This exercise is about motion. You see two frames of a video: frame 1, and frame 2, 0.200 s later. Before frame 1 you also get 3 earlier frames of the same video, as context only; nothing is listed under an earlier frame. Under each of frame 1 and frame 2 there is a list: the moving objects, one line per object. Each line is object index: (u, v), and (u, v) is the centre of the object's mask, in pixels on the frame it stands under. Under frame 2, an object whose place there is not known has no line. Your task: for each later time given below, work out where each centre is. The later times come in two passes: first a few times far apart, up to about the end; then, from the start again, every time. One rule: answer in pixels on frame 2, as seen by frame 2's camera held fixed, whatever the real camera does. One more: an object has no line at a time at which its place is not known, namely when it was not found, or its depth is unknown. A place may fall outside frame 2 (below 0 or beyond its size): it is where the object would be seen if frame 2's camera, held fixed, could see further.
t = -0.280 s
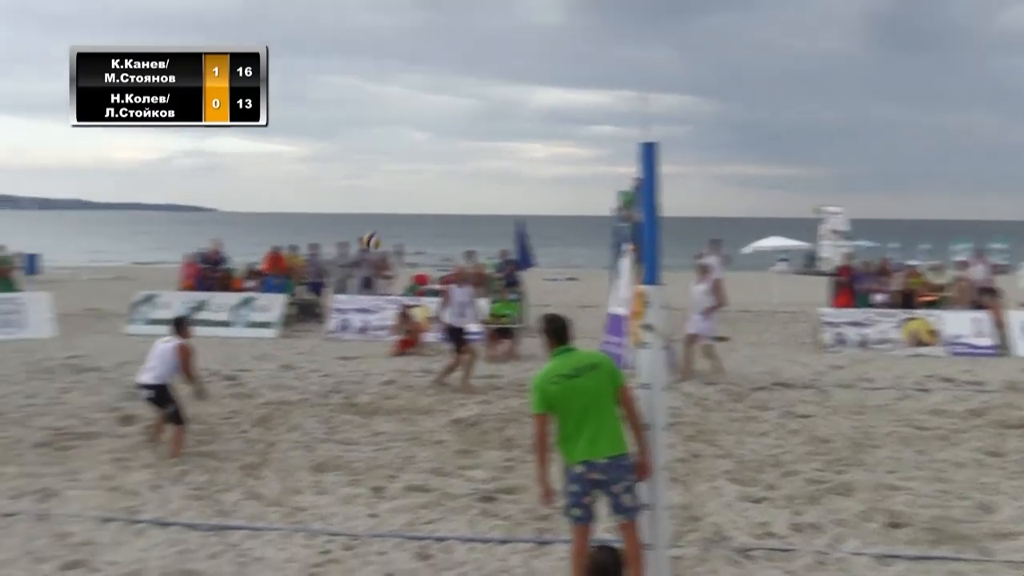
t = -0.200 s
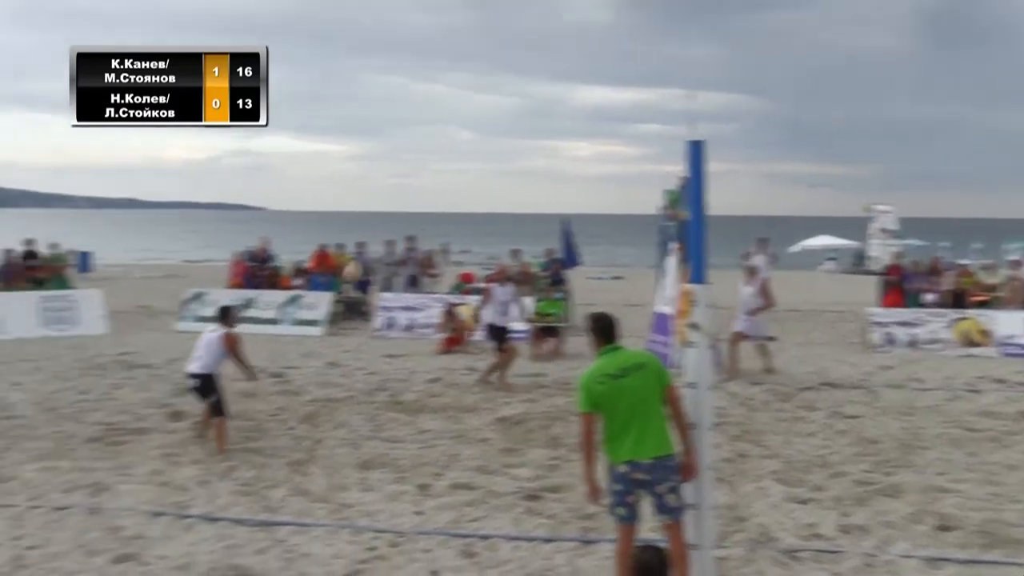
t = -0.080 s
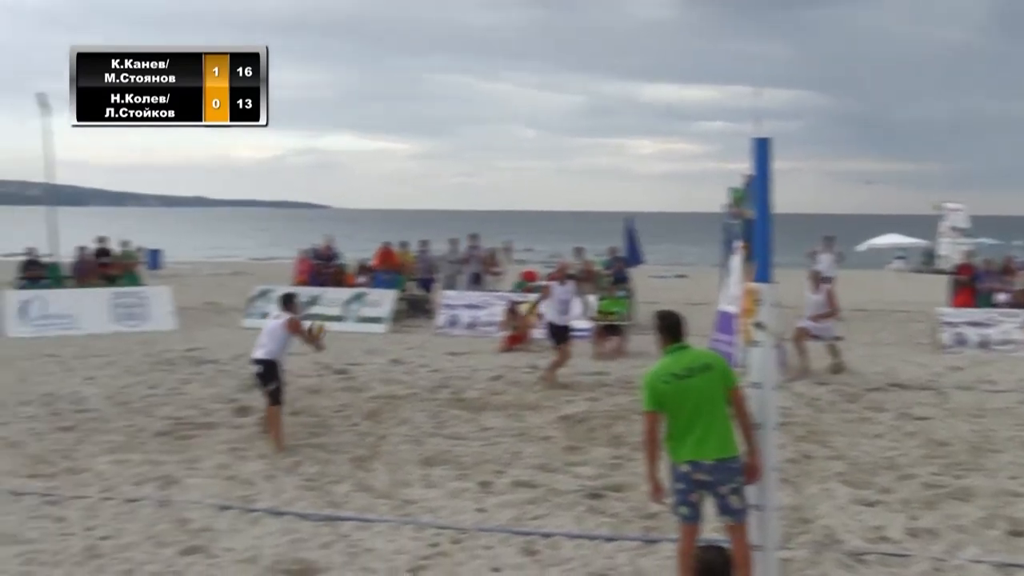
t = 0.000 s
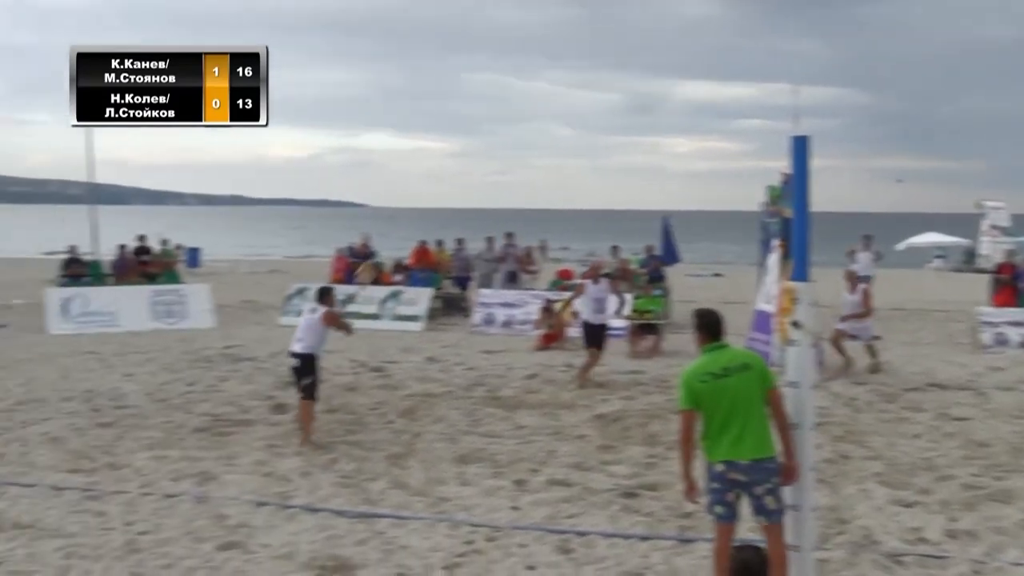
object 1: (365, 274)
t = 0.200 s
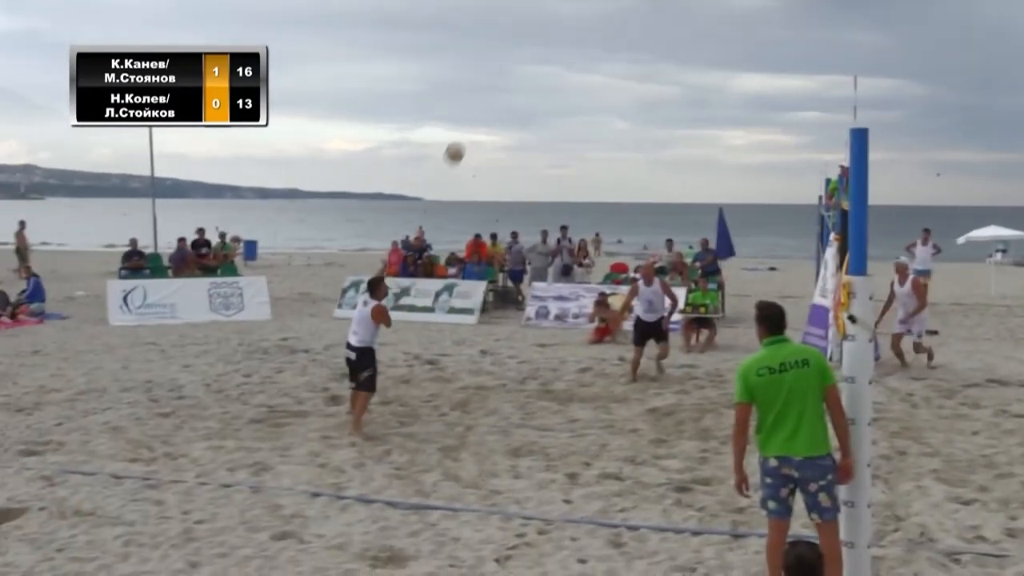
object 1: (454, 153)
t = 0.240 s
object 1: (461, 134)
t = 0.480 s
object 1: (500, 51)
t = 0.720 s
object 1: (533, 18)
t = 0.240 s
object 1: (461, 134)
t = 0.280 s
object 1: (469, 117)
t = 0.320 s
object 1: (476, 101)
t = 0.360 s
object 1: (482, 87)
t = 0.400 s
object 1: (488, 73)
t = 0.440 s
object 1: (494, 61)
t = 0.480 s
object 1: (500, 51)
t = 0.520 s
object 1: (507, 42)
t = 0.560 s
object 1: (514, 34)
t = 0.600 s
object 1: (519, 28)
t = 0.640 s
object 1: (523, 23)
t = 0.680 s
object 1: (528, 20)
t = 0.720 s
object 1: (533, 18)
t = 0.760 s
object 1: (539, 18)
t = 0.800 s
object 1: (544, 18)
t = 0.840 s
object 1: (549, 20)
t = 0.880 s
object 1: (554, 24)
